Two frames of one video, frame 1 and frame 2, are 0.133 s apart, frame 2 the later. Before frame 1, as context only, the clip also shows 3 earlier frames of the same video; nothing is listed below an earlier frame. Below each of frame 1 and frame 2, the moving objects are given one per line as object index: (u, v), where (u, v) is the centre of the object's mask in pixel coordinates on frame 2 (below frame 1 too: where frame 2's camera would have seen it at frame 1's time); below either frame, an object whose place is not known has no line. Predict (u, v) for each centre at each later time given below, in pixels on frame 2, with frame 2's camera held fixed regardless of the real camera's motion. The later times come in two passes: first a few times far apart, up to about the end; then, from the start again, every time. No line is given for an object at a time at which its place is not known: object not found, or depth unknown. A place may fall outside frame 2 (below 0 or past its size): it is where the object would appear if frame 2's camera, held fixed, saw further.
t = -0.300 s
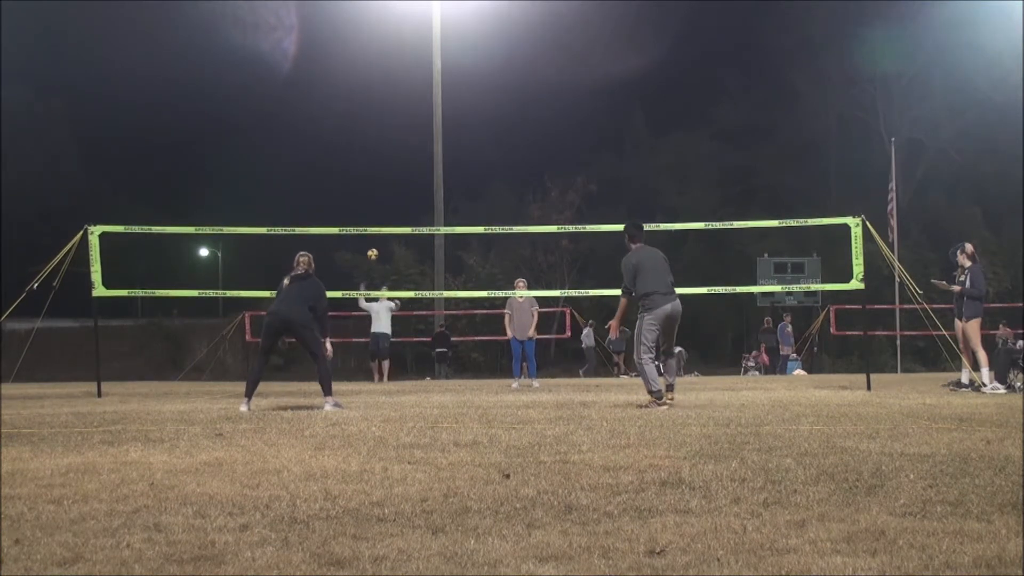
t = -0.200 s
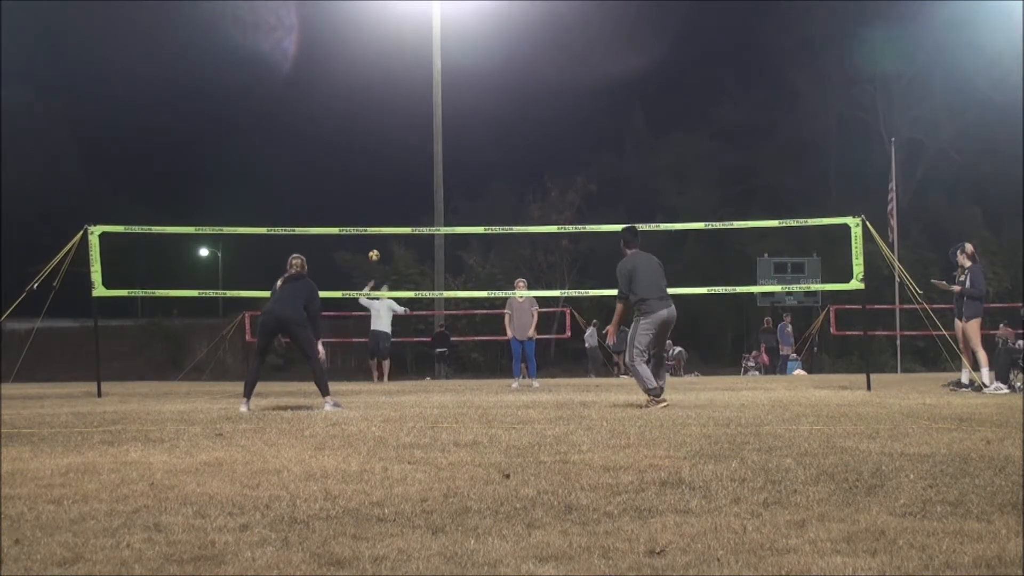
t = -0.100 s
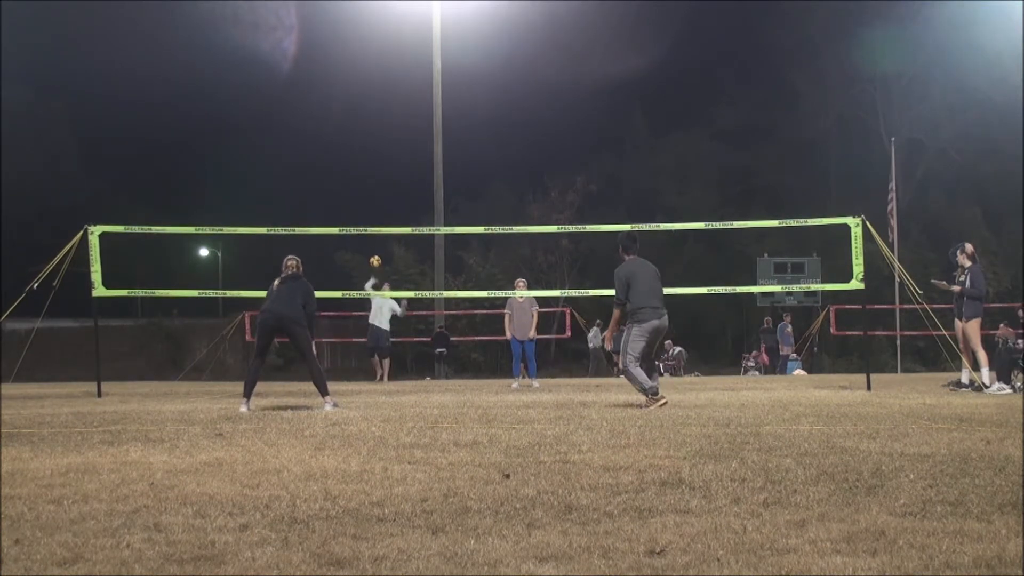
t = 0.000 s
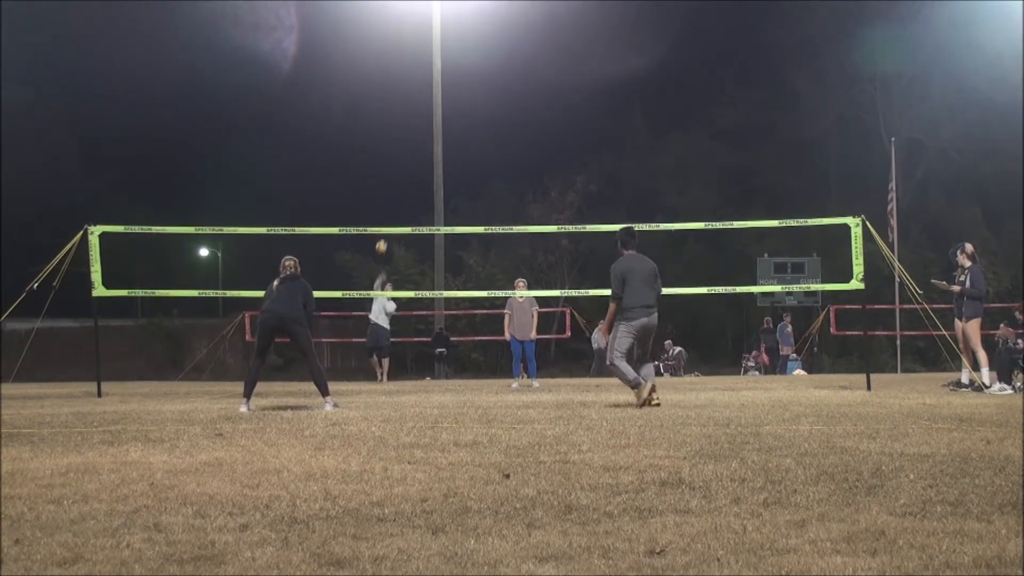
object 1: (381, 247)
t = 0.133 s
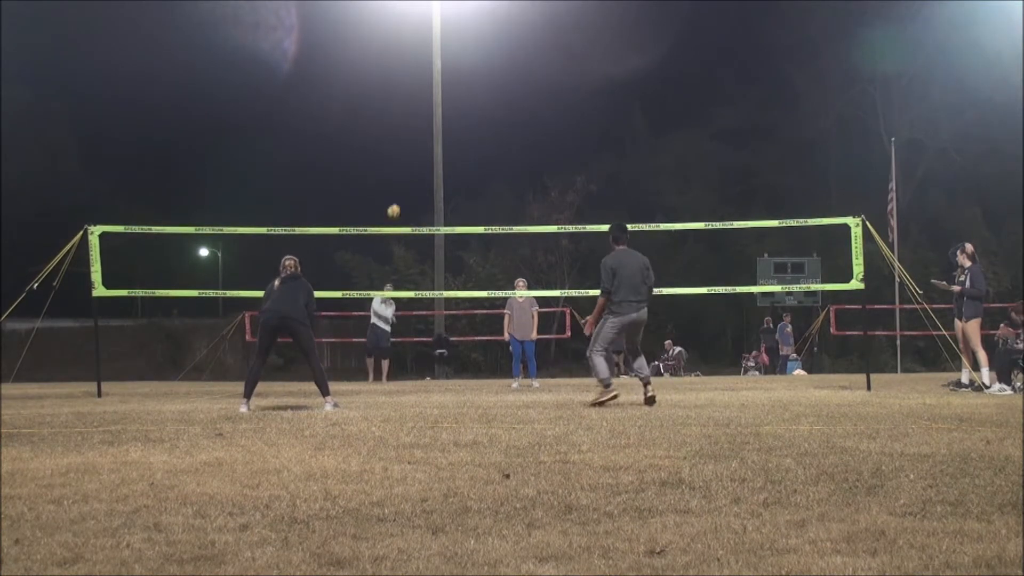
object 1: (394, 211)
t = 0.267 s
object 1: (408, 184)
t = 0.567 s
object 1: (447, 154)
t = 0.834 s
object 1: (492, 168)
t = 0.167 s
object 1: (397, 204)
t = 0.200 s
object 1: (400, 196)
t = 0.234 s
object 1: (404, 190)
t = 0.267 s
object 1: (408, 184)
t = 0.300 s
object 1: (412, 178)
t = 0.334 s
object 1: (416, 174)
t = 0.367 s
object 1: (420, 169)
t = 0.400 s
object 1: (424, 166)
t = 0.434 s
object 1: (428, 162)
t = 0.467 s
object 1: (432, 159)
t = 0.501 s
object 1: (437, 157)
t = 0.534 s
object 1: (442, 155)
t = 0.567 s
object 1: (447, 154)
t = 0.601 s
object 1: (452, 153)
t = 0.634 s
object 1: (457, 153)
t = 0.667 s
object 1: (463, 154)
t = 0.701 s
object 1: (468, 155)
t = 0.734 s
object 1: (474, 157)
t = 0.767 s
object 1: (480, 160)
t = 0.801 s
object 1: (486, 163)
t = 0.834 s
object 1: (492, 168)
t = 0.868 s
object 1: (499, 174)
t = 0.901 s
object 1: (505, 181)
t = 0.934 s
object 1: (512, 190)
